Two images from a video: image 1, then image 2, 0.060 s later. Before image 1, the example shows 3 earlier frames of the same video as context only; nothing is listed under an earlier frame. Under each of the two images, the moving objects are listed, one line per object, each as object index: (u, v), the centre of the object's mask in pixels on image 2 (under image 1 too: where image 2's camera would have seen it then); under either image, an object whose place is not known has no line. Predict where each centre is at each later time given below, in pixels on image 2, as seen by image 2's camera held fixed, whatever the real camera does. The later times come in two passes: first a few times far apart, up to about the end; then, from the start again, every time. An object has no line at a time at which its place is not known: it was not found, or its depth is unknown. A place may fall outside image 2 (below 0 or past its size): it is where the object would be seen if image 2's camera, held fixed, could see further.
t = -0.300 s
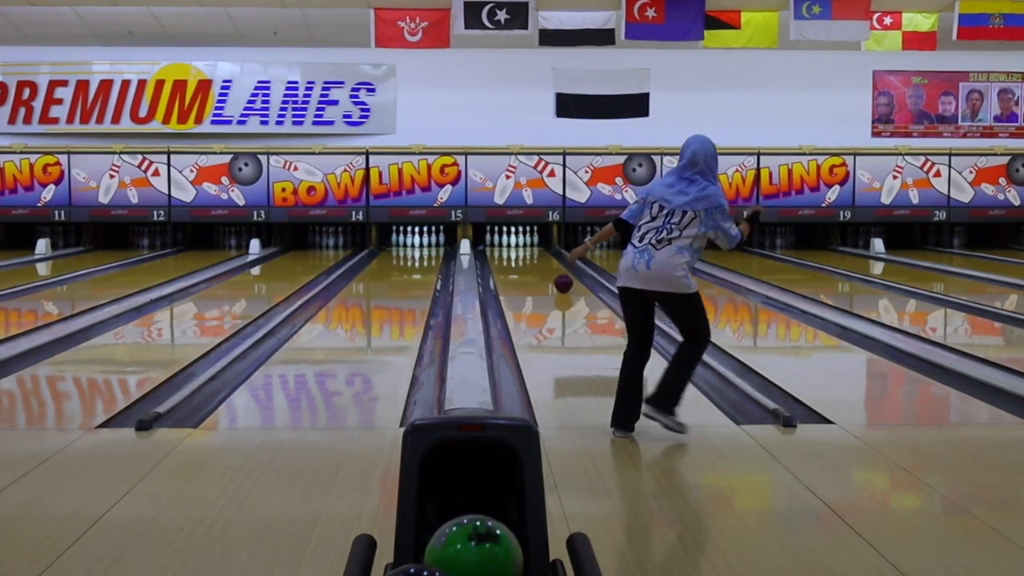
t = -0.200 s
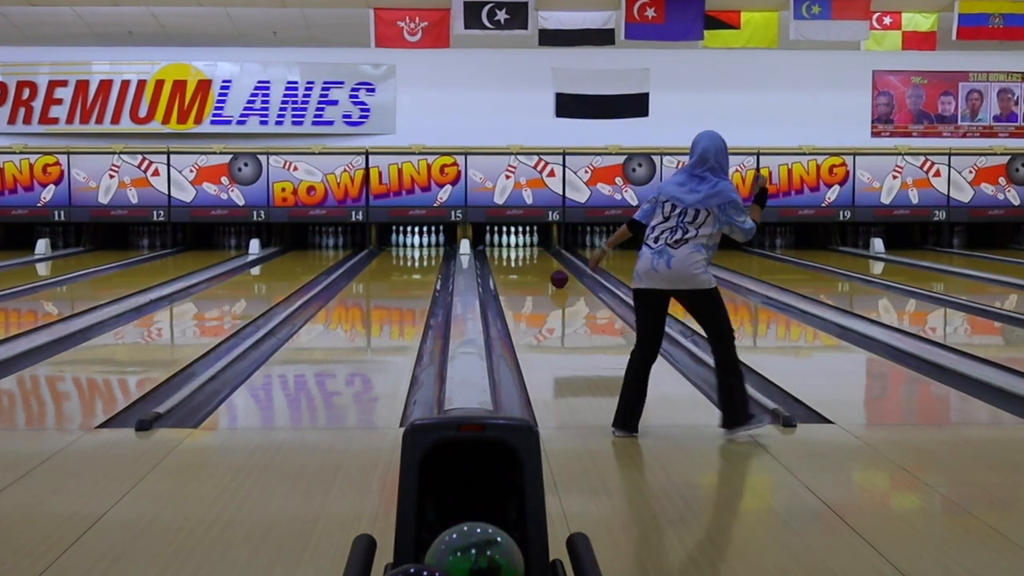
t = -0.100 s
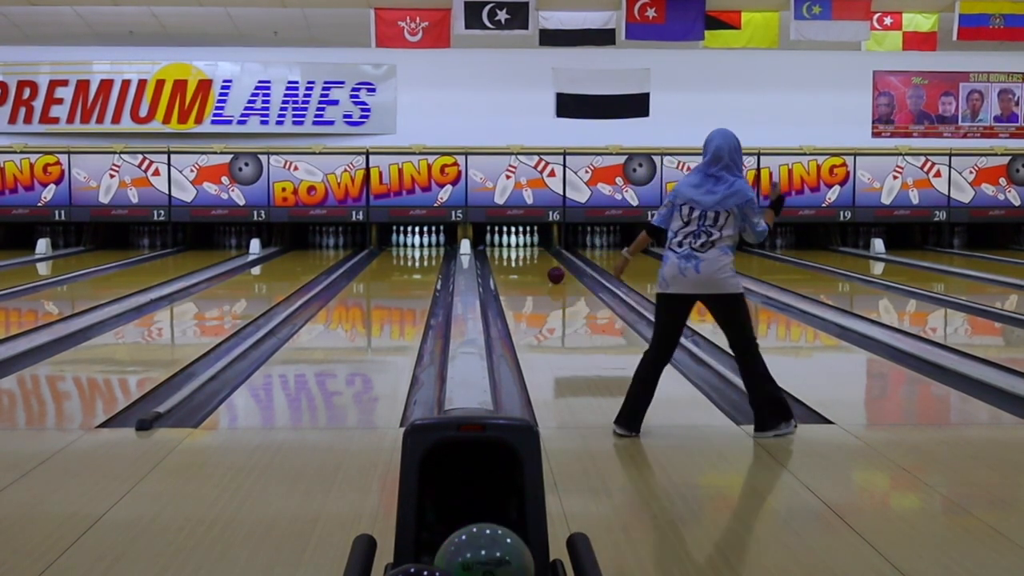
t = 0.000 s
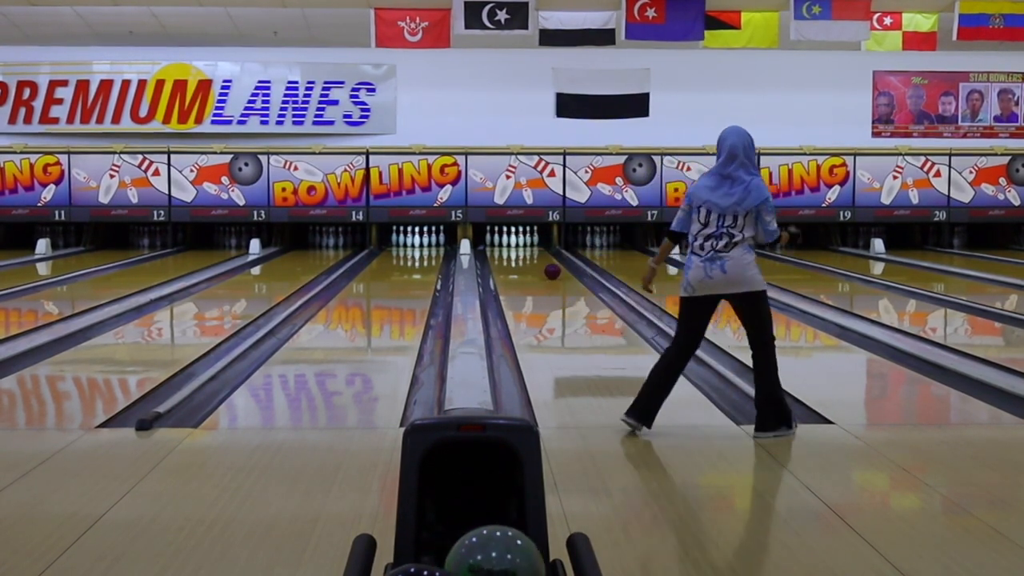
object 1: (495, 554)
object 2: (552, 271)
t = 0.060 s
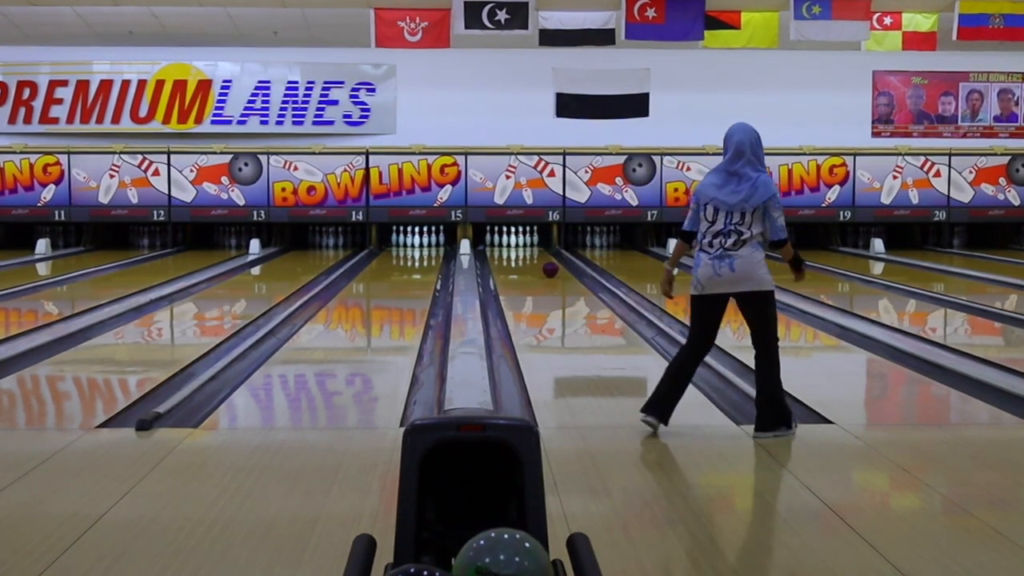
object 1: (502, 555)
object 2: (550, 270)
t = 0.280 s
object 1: (530, 563)
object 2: (543, 262)
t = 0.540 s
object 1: (531, 567)
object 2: (536, 255)
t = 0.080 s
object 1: (505, 556)
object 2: (549, 269)
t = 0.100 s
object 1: (510, 557)
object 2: (549, 268)
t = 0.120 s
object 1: (514, 557)
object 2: (548, 267)
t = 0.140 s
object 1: (518, 559)
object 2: (547, 266)
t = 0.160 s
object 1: (523, 560)
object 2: (547, 266)
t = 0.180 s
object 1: (528, 563)
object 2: (546, 265)
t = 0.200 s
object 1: (529, 563)
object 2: (546, 265)
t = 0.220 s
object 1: (528, 562)
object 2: (545, 264)
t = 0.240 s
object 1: (528, 563)
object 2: (545, 263)
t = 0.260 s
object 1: (529, 563)
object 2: (544, 263)
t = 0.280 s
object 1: (530, 563)
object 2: (543, 262)
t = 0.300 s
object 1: (530, 564)
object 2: (543, 262)
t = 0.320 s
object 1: (530, 564)
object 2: (542, 261)
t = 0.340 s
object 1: (530, 565)
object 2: (542, 261)
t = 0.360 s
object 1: (530, 564)
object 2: (541, 260)
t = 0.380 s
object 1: (530, 565)
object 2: (541, 259)
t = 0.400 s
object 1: (530, 565)
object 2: (540, 259)
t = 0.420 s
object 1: (531, 565)
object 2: (539, 258)
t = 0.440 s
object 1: (531, 565)
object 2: (539, 258)
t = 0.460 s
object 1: (531, 565)
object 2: (538, 257)
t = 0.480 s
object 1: (531, 566)
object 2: (538, 257)
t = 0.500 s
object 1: (531, 566)
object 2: (537, 256)
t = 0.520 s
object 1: (531, 566)
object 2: (537, 256)
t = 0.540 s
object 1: (531, 567)
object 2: (536, 255)
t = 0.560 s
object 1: (532, 567)
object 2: (536, 254)
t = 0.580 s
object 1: (532, 567)
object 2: (535, 254)
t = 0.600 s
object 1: (532, 567)
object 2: (535, 254)
